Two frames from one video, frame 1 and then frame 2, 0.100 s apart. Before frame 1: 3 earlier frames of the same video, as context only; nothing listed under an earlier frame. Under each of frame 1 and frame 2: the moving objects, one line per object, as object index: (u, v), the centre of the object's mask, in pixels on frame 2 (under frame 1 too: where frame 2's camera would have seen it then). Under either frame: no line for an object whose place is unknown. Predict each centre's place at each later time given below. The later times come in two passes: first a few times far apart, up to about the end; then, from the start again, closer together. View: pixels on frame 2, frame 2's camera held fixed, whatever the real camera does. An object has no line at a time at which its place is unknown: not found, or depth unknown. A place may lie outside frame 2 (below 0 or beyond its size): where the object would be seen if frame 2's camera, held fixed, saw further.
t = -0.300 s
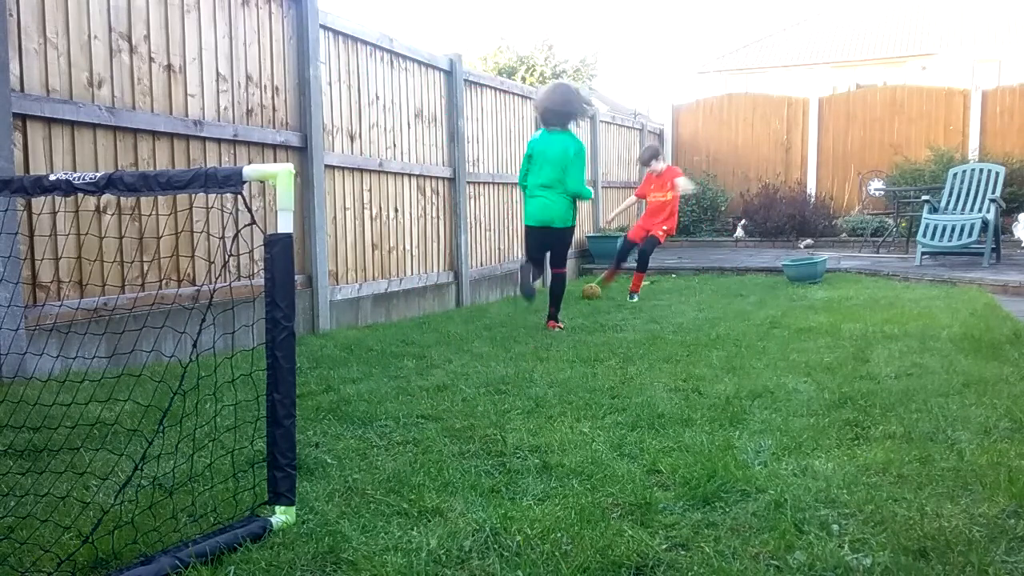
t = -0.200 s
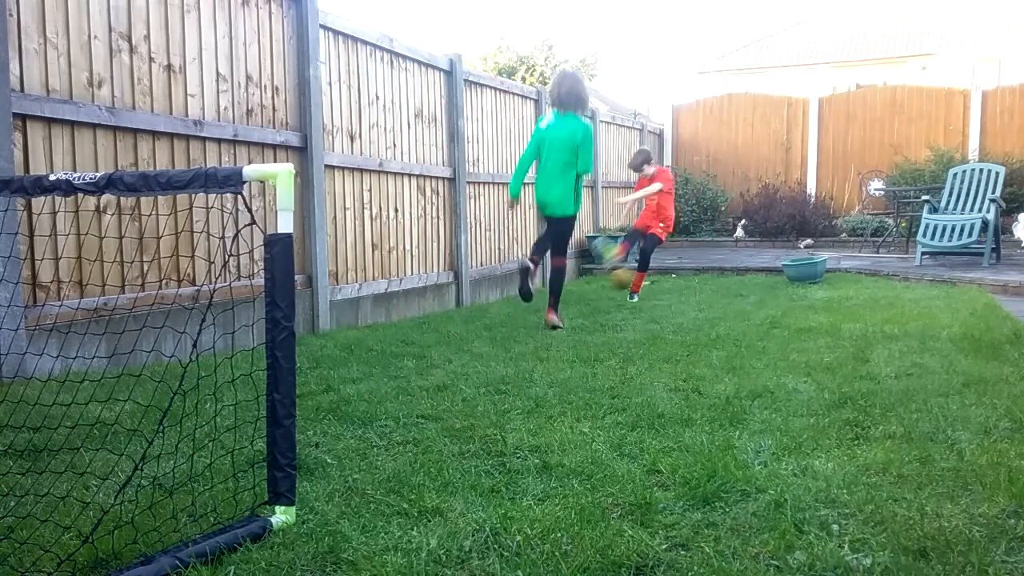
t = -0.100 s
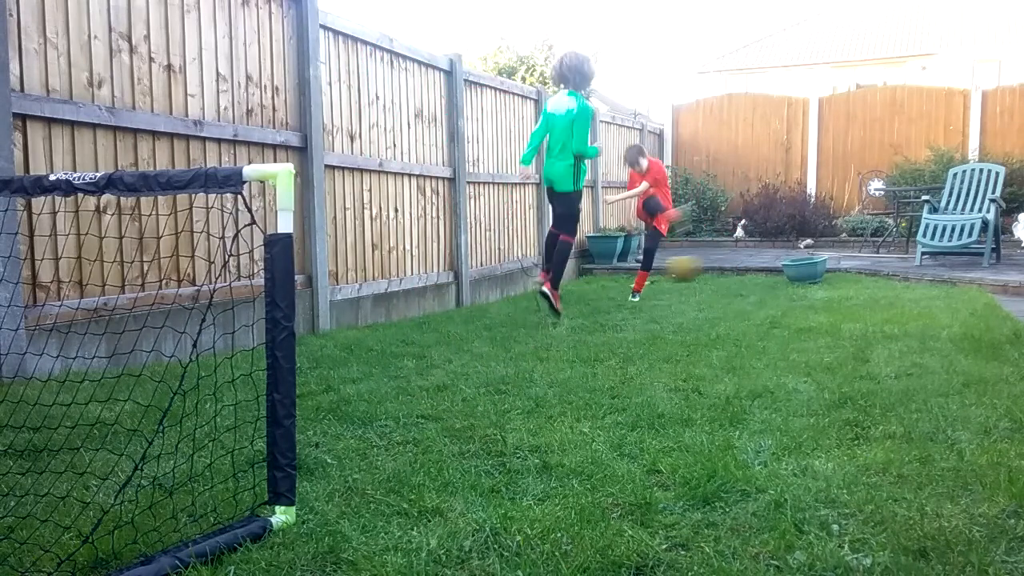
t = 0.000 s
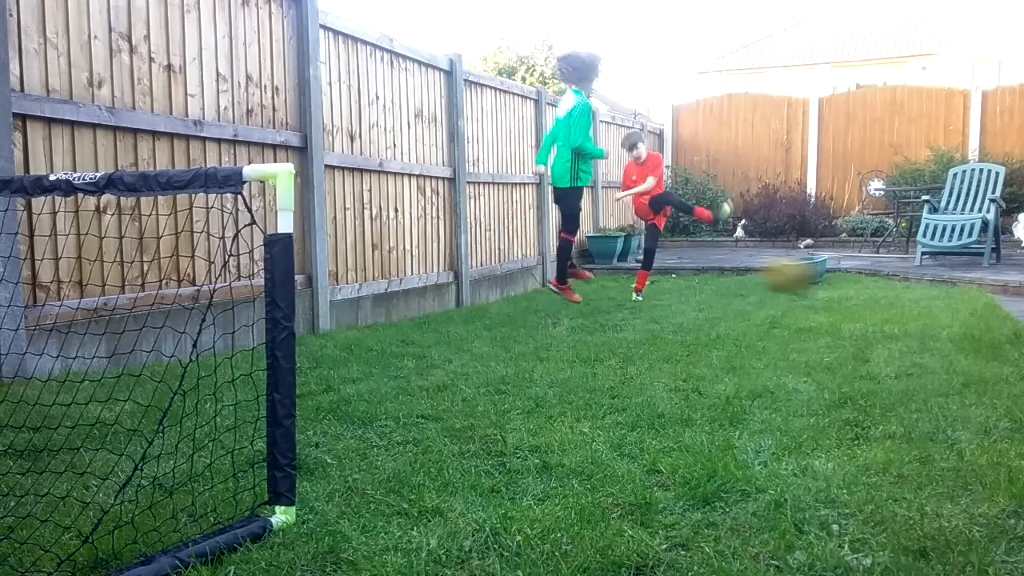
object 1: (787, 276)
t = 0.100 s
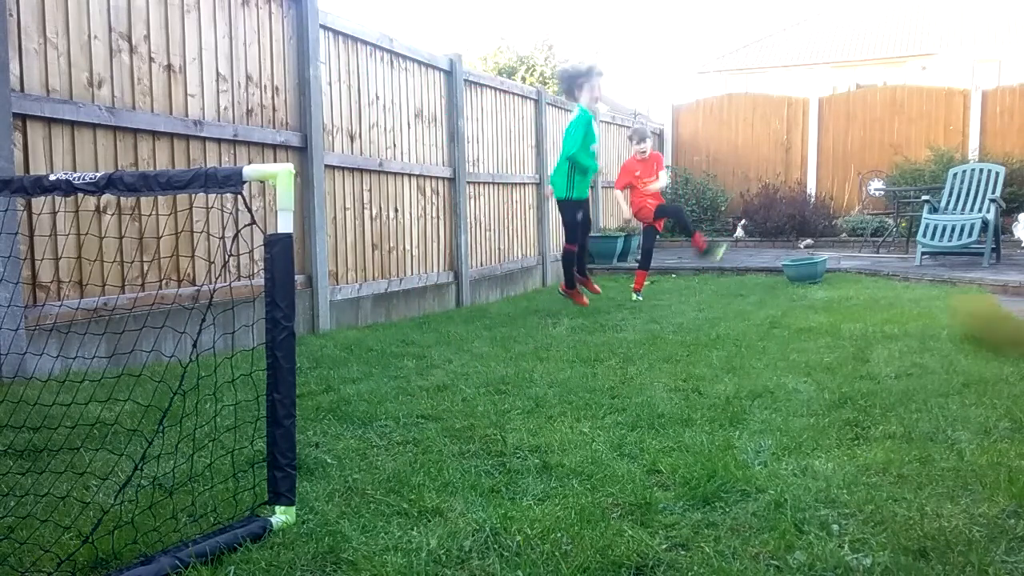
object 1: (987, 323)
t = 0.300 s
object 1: (1006, 401)
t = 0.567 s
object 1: (563, 373)
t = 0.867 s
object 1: (309, 355)
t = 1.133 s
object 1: (260, 316)
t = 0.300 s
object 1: (1006, 401)
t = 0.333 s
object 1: (963, 394)
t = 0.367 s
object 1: (885, 389)
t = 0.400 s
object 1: (817, 387)
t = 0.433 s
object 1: (756, 392)
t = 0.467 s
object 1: (702, 402)
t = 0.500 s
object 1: (653, 396)
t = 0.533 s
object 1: (605, 382)
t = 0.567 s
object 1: (563, 373)
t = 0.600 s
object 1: (529, 367)
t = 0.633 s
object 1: (493, 364)
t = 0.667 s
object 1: (459, 369)
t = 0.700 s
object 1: (429, 373)
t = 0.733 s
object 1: (398, 369)
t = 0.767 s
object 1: (372, 364)
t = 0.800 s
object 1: (349, 361)
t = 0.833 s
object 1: (324, 355)
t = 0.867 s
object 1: (309, 355)
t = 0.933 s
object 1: (257, 350)
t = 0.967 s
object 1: (246, 338)
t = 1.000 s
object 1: (228, 334)
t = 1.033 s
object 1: (214, 331)
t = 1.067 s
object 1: (228, 323)
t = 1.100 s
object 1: (248, 318)
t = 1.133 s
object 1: (260, 316)
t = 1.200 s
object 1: (310, 318)
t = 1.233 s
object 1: (328, 323)
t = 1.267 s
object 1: (350, 330)
